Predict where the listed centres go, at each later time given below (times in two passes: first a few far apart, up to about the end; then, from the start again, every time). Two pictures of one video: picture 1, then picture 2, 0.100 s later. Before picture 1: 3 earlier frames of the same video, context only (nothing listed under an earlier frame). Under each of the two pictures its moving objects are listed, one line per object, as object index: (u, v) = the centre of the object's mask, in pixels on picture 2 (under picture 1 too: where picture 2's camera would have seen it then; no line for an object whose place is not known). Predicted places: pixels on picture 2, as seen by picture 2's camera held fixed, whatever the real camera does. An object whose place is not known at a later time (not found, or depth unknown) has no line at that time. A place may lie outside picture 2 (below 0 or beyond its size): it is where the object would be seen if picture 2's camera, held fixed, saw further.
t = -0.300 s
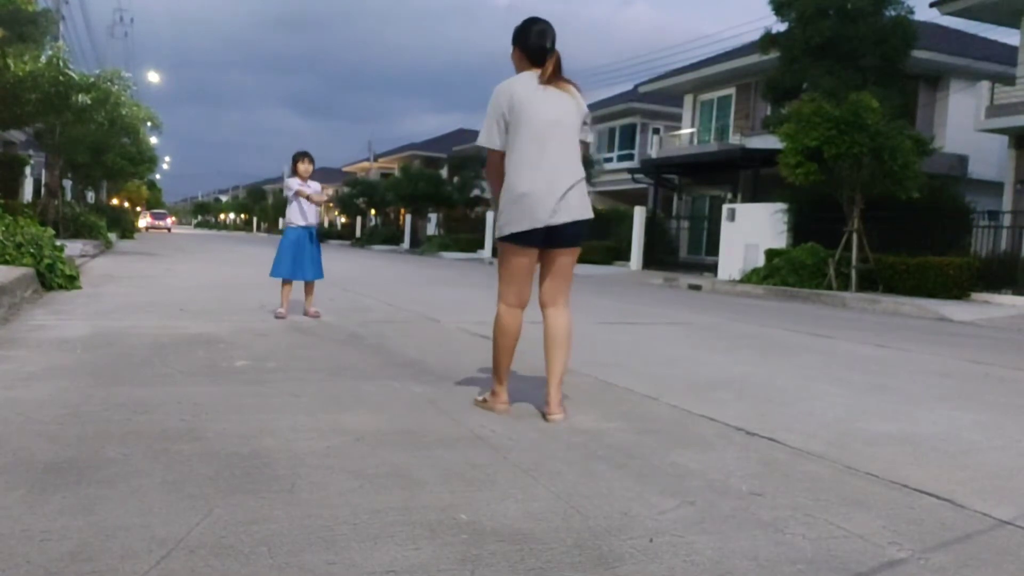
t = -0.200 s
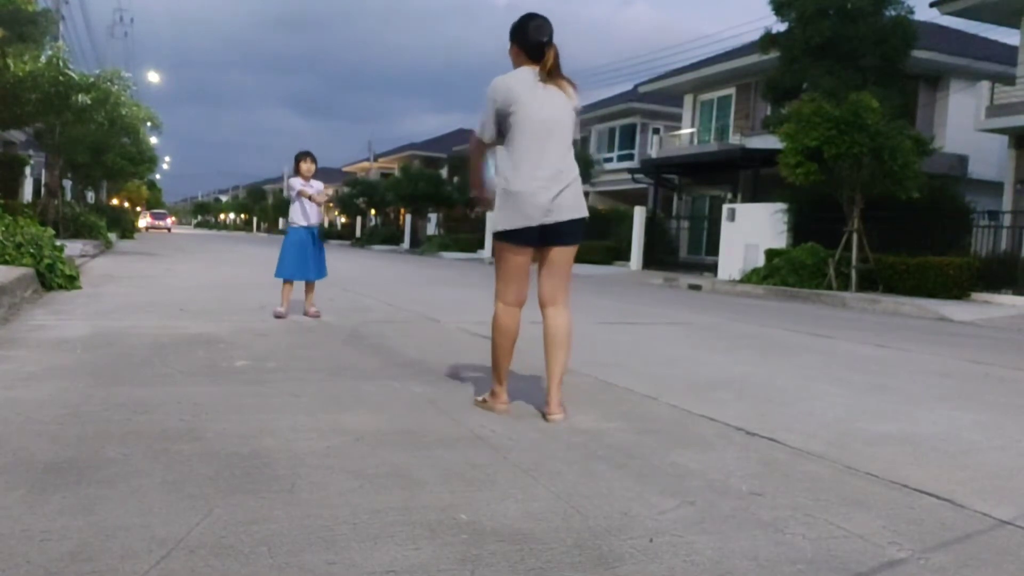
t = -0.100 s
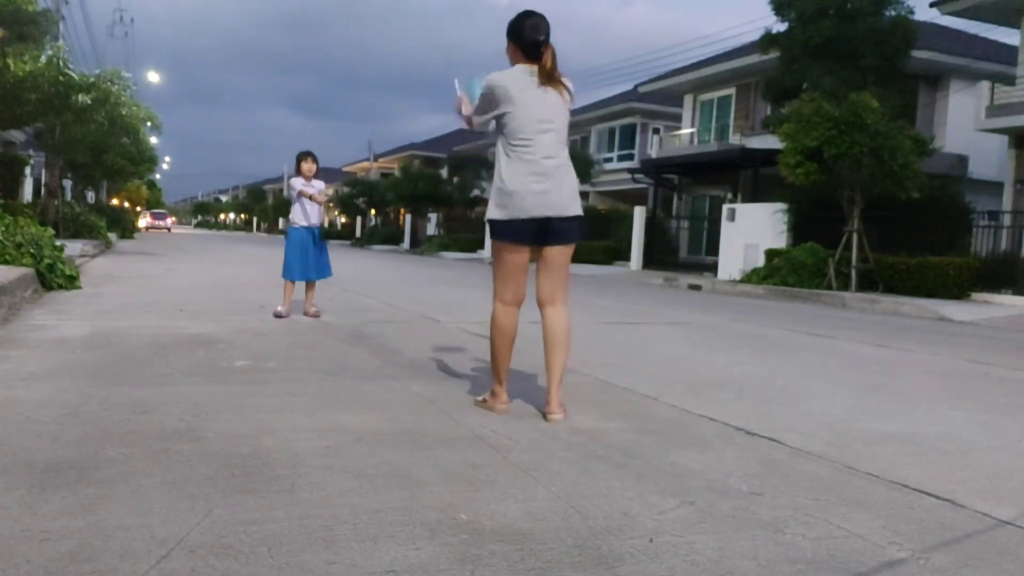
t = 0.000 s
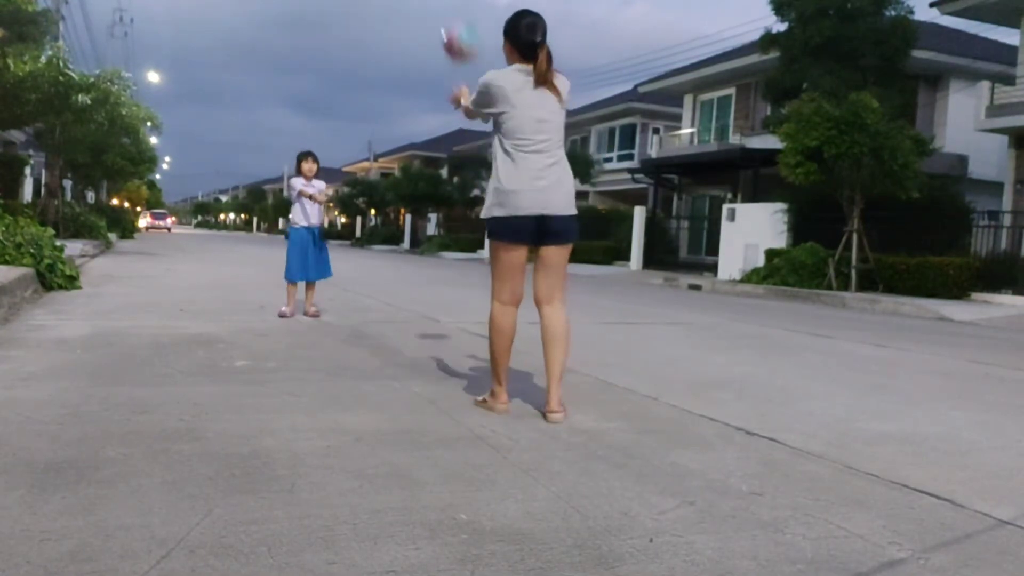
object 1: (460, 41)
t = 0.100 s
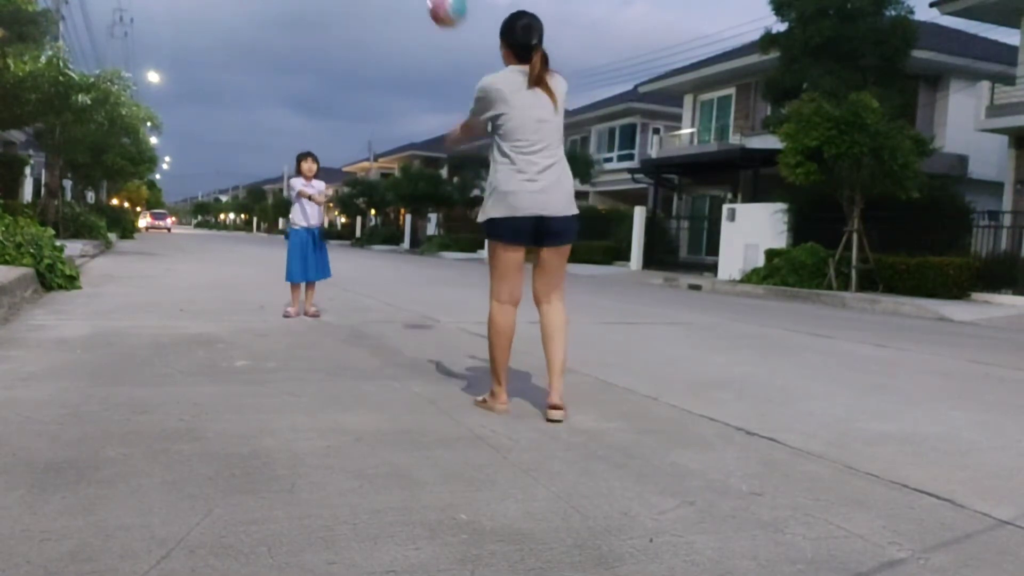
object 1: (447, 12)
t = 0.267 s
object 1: (424, 7)
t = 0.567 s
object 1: (386, 86)
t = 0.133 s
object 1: (443, 9)
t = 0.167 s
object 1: (438, 7)
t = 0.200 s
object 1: (433, 6)
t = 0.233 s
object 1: (429, 6)
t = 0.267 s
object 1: (424, 7)
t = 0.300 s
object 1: (419, 9)
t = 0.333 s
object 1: (414, 11)
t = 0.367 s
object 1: (410, 15)
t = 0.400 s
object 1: (406, 24)
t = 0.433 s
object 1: (402, 34)
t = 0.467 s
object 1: (398, 45)
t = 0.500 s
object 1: (394, 58)
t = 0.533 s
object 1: (390, 73)
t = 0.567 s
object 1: (386, 86)
